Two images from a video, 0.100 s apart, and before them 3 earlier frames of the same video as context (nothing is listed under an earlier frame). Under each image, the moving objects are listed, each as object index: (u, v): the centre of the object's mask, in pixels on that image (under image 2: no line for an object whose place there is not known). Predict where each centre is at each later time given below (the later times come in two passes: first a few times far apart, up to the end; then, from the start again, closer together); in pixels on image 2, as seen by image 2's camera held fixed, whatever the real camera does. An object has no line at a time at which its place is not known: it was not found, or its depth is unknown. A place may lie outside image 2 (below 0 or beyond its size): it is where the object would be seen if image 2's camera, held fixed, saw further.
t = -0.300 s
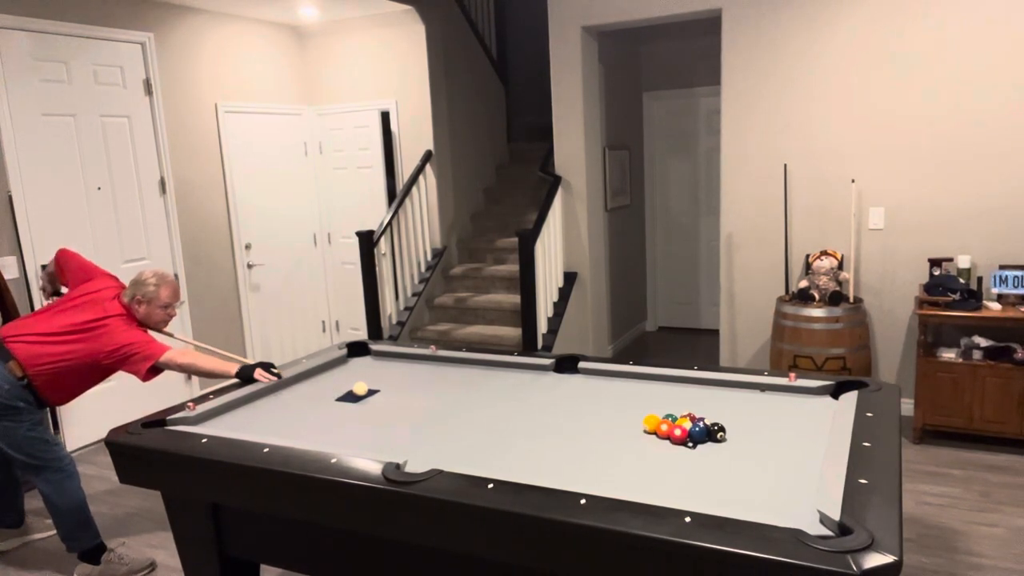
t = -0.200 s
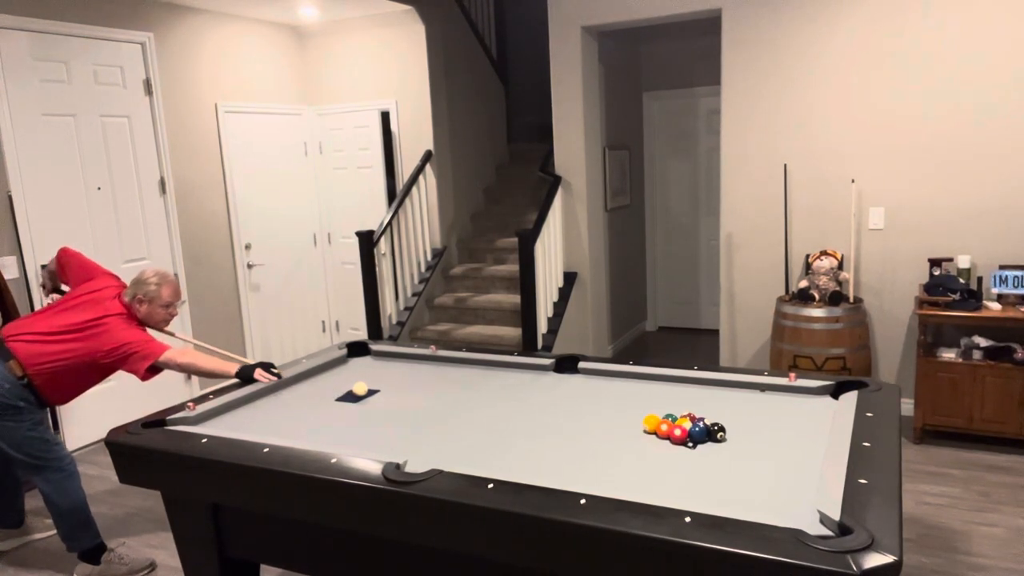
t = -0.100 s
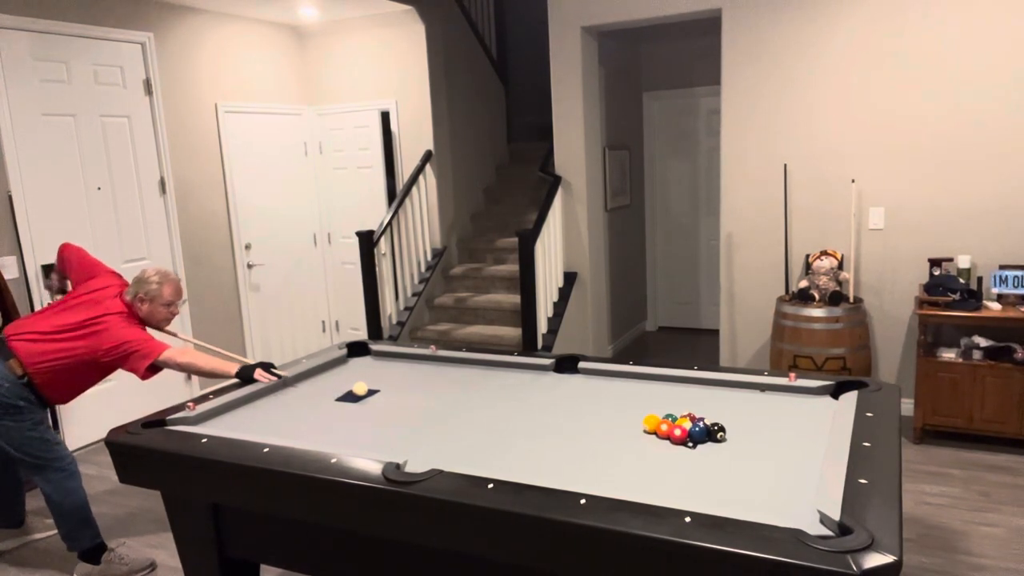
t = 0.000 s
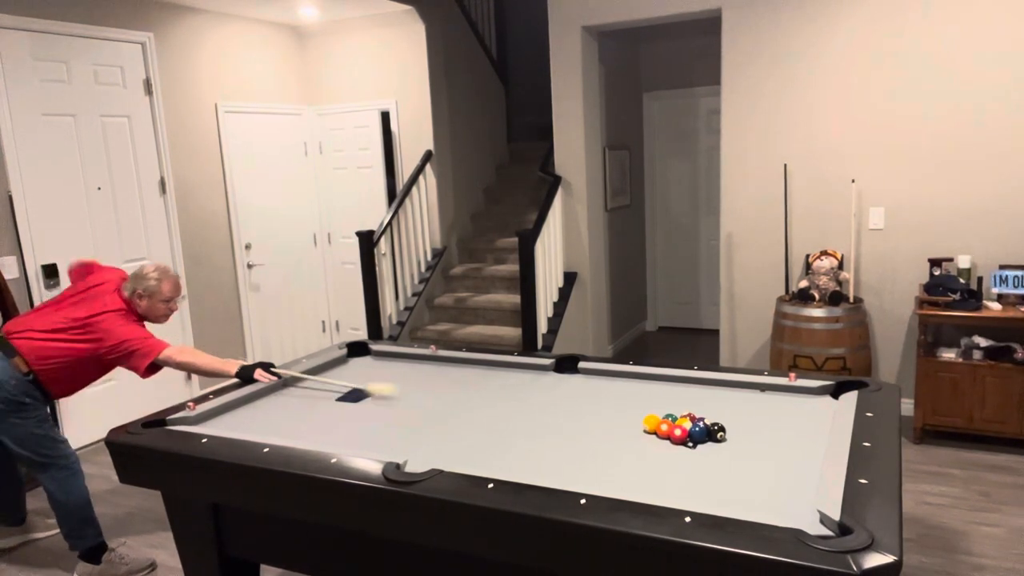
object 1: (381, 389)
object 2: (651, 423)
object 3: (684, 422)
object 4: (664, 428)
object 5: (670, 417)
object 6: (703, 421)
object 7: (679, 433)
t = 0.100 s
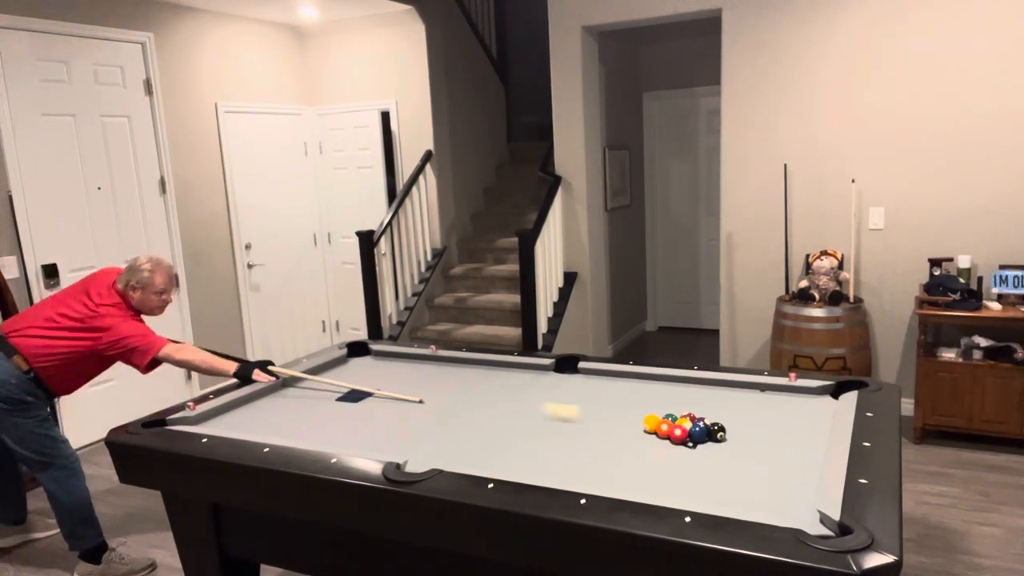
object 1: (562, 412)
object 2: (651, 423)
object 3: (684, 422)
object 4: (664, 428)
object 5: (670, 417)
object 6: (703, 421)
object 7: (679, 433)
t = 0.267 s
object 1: (614, 381)
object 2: (632, 420)
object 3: (684, 428)
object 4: (644, 438)
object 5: (667, 417)
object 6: (753, 425)
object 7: (748, 495)
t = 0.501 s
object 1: (586, 385)
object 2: (596, 415)
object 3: (684, 427)
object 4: (607, 453)
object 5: (664, 407)
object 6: (824, 422)
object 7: (787, 468)
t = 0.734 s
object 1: (580, 384)
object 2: (562, 410)
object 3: (618, 428)
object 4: (567, 468)
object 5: (660, 398)
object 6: (786, 411)
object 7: (734, 455)
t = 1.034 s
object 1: (597, 376)
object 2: (524, 405)
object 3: (548, 428)
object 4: (542, 468)
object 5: (657, 389)
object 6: (745, 397)
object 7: (678, 441)
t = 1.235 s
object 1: (604, 375)
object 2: (501, 401)
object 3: (504, 427)
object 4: (538, 457)
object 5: (654, 382)
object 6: (722, 390)
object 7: (645, 432)
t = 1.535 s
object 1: (604, 380)
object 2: (468, 397)
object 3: (440, 428)
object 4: (533, 440)
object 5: (649, 379)
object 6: (691, 381)
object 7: (601, 421)
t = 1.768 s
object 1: (597, 378)
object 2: (445, 393)
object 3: (394, 427)
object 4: (530, 430)
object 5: (641, 381)
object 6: (666, 381)
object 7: (571, 413)
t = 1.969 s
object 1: (589, 375)
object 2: (427, 391)
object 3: (356, 427)
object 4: (527, 423)
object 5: (633, 384)
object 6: (650, 383)
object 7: (548, 407)
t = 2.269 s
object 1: (580, 372)
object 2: (402, 387)
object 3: (302, 427)
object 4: (525, 412)
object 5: (619, 386)
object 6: (638, 383)
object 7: (515, 399)
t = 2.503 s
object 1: (574, 372)
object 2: (384, 384)
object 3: (261, 427)
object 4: (523, 405)
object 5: (615, 386)
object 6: (630, 383)
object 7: (494, 395)
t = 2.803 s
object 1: (566, 372)
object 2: (365, 381)
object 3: (213, 424)
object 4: (521, 397)
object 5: (609, 387)
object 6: (623, 384)
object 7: (468, 389)
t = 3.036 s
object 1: (562, 373)
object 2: (354, 378)
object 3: (194, 420)
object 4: (520, 391)
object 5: (606, 387)
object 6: (620, 384)
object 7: (450, 384)
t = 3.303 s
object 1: (559, 373)
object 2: (342, 375)
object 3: (184, 422)
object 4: (518, 385)
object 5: (603, 388)
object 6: (618, 384)
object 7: (432, 380)
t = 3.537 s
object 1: (557, 373)
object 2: (333, 373)
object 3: (180, 422)
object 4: (517, 382)
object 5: (602, 388)
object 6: (617, 383)
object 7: (417, 376)
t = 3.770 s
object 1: (556, 373)
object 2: (324, 370)
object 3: (179, 422)
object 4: (517, 378)
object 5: (602, 388)
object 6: (617, 383)
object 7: (404, 373)
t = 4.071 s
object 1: (556, 373)
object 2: (324, 368)
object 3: (171, 423)
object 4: (516, 373)
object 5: (602, 388)
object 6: (617, 383)
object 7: (389, 368)
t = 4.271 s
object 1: (556, 373)
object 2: (329, 369)
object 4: (516, 370)
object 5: (602, 388)
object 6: (617, 383)
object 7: (379, 366)
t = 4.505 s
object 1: (556, 373)
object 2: (336, 369)
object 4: (516, 367)
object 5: (602, 388)
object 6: (617, 383)
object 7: (369, 364)
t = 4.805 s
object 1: (556, 373)
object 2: (343, 369)
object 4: (514, 365)
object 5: (602, 388)
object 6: (617, 383)
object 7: (357, 360)
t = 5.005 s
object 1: (556, 373)
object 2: (346, 369)
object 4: (512, 366)
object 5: (602, 388)
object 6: (617, 383)
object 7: (349, 358)
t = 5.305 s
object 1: (556, 373)
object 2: (351, 368)
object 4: (509, 367)
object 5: (602, 388)
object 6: (617, 384)
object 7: (351, 357)
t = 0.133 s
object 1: (627, 418)
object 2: (651, 423)
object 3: (684, 423)
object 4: (664, 428)
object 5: (671, 417)
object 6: (703, 421)
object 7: (679, 434)
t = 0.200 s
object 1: (624, 393)
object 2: (642, 415)
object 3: (684, 427)
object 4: (654, 433)
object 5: (668, 419)
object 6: (729, 425)
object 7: (710, 461)
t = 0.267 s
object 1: (614, 381)
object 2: (632, 420)
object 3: (684, 428)
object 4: (644, 438)
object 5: (667, 417)
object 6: (753, 425)
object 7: (748, 495)
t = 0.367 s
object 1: (599, 386)
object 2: (616, 417)
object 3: (685, 428)
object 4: (628, 445)
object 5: (666, 412)
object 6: (784, 424)
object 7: (799, 496)
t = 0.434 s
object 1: (591, 394)
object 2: (606, 417)
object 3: (684, 427)
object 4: (617, 448)
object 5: (665, 409)
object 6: (805, 423)
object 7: (800, 479)
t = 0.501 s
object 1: (586, 385)
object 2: (596, 415)
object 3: (684, 427)
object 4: (607, 453)
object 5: (664, 407)
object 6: (824, 422)
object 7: (787, 468)
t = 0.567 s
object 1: (582, 389)
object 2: (586, 414)
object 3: (663, 427)
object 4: (596, 457)
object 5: (663, 404)
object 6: (811, 419)
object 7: (769, 464)
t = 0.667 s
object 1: (579, 386)
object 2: (572, 412)
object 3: (634, 428)
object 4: (579, 464)
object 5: (662, 401)
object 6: (795, 413)
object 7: (748, 458)
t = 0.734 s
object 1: (580, 384)
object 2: (562, 410)
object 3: (618, 428)
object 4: (567, 468)
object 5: (660, 398)
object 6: (786, 411)
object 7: (734, 455)
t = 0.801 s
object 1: (582, 382)
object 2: (554, 409)
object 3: (602, 428)
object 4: (557, 472)
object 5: (660, 396)
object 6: (776, 407)
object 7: (720, 452)
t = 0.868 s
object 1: (586, 380)
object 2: (545, 408)
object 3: (587, 428)
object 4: (545, 474)
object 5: (658, 394)
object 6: (767, 404)
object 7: (708, 449)
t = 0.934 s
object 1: (590, 378)
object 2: (536, 406)
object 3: (571, 428)
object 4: (545, 471)
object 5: (658, 391)
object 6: (758, 401)
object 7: (695, 445)
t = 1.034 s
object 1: (597, 376)
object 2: (524, 405)
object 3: (548, 428)
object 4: (542, 468)
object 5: (657, 389)
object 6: (745, 397)
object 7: (678, 441)
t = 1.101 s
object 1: (601, 374)
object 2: (516, 404)
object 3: (533, 427)
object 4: (541, 464)
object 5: (656, 387)
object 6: (737, 396)
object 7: (667, 438)
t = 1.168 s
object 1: (603, 374)
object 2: (508, 402)
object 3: (518, 428)
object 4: (540, 460)
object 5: (655, 385)
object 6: (729, 393)
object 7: (656, 435)
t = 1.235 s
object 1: (604, 375)
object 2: (501, 401)
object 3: (504, 427)
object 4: (538, 457)
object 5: (654, 382)
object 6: (722, 390)
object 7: (645, 432)
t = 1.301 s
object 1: (605, 376)
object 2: (493, 400)
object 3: (489, 428)
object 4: (538, 453)
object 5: (654, 381)
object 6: (714, 389)
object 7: (634, 429)
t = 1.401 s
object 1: (605, 378)
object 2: (482, 398)
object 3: (468, 427)
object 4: (536, 448)
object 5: (653, 378)
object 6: (703, 384)
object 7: (620, 426)
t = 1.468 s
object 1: (606, 380)
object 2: (475, 398)
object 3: (454, 427)
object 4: (534, 443)
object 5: (651, 378)
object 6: (697, 382)
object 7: (610, 423)
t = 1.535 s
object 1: (604, 380)
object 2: (468, 397)
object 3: (440, 428)
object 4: (533, 440)
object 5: (649, 379)
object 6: (691, 381)
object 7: (601, 421)
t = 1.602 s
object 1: (602, 379)
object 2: (461, 396)
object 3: (427, 427)
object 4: (532, 437)
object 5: (647, 380)
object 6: (683, 381)
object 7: (592, 419)
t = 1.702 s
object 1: (599, 378)
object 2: (451, 394)
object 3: (407, 427)
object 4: (530, 433)
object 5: (643, 381)
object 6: (673, 381)
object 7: (579, 415)
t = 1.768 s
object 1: (597, 378)
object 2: (445, 393)
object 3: (394, 427)
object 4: (530, 430)
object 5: (641, 381)
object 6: (666, 381)
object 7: (571, 413)
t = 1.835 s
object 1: (594, 377)
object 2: (439, 392)
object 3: (381, 427)
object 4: (529, 428)
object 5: (639, 382)
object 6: (659, 382)
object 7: (563, 411)
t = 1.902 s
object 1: (592, 376)
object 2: (433, 391)
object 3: (369, 427)
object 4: (528, 425)
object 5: (638, 383)
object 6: (653, 382)
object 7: (555, 409)
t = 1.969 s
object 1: (589, 375)
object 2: (427, 391)
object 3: (356, 427)
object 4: (527, 423)
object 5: (633, 384)
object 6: (650, 383)
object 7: (548, 407)
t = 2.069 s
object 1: (586, 374)
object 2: (418, 390)
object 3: (339, 427)
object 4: (526, 419)
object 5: (627, 385)
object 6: (646, 383)
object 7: (536, 405)
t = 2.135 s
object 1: (584, 374)
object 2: (413, 388)
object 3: (325, 427)
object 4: (526, 417)
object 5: (623, 385)
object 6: (643, 383)
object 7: (530, 402)
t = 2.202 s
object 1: (582, 373)
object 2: (407, 388)
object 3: (313, 427)
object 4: (525, 415)
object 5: (620, 386)
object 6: (640, 383)
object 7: (522, 401)
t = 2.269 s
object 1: (580, 372)
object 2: (402, 387)
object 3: (302, 427)
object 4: (525, 412)
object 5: (619, 386)
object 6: (638, 383)
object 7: (515, 399)
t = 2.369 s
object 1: (578, 371)
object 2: (394, 386)
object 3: (284, 427)
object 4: (524, 409)
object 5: (617, 386)
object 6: (634, 383)
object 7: (506, 398)
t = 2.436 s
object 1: (576, 371)
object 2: (389, 385)
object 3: (272, 427)
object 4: (523, 407)
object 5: (616, 386)
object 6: (632, 383)
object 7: (500, 396)
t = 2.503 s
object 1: (574, 372)
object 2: (384, 384)
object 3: (261, 427)
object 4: (523, 405)
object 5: (615, 386)
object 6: (630, 383)
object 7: (494, 395)
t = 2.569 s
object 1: (572, 372)
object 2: (380, 383)
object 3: (250, 426)
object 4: (522, 403)
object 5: (613, 386)
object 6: (628, 384)
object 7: (488, 393)
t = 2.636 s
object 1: (570, 372)
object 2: (375, 382)
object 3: (238, 425)
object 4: (522, 401)
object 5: (612, 386)
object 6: (626, 384)
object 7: (482, 392)
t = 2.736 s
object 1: (568, 372)
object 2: (369, 381)
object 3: (222, 425)
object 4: (521, 399)
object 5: (610, 387)
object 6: (624, 384)
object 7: (474, 390)
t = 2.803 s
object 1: (566, 372)
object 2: (365, 381)
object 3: (213, 424)
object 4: (521, 397)
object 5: (609, 387)
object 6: (623, 384)
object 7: (468, 389)
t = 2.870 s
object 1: (565, 372)
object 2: (362, 380)
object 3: (208, 423)
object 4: (520, 395)
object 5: (608, 387)
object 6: (622, 384)
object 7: (463, 387)
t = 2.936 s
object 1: (564, 372)
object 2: (358, 379)
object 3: (202, 422)
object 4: (520, 394)
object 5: (607, 387)
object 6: (621, 384)
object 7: (458, 386)
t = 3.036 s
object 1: (562, 373)
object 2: (354, 378)
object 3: (194, 420)
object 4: (520, 391)
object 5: (606, 387)
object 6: (620, 384)
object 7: (450, 384)
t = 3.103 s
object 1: (562, 373)
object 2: (351, 377)
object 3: (189, 419)
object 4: (519, 390)
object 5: (605, 387)
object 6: (619, 384)
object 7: (446, 383)
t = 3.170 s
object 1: (561, 373)
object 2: (348, 376)
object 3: (188, 420)
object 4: (519, 388)
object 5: (604, 387)
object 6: (619, 384)
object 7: (441, 382)
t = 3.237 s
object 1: (560, 373)
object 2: (345, 376)
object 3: (186, 421)
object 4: (519, 386)
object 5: (604, 387)
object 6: (618, 384)
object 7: (436, 381)
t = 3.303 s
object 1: (559, 373)
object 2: (342, 375)
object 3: (184, 422)
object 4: (518, 385)
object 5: (603, 388)
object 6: (618, 384)
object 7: (432, 380)
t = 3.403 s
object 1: (558, 373)
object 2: (338, 374)
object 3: (181, 422)
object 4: (518, 384)
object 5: (602, 388)
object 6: (617, 384)
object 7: (426, 378)
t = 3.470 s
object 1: (558, 373)
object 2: (335, 373)
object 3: (181, 422)
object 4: (517, 382)
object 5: (602, 388)
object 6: (617, 384)
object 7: (422, 377)
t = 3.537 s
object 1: (557, 373)
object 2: (333, 373)
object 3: (180, 422)
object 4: (517, 382)
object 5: (602, 388)
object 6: (617, 383)
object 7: (417, 376)
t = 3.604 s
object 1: (557, 373)
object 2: (330, 372)
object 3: (180, 422)
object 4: (517, 380)
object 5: (602, 388)
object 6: (617, 384)
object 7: (413, 375)
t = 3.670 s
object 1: (557, 373)
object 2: (327, 371)
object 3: (180, 422)
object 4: (517, 380)
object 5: (602, 388)
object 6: (617, 383)
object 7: (410, 374)
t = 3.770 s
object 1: (556, 373)
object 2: (324, 370)
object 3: (179, 422)
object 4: (517, 378)
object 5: (602, 388)
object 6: (617, 383)
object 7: (404, 373)
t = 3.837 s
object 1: (556, 373)
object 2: (322, 370)
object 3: (178, 422)
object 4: (517, 376)
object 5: (602, 388)
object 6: (617, 383)
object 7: (400, 372)
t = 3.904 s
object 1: (556, 373)
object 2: (320, 369)
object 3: (178, 422)
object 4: (517, 376)
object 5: (602, 388)
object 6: (617, 383)
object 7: (397, 371)
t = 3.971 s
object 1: (556, 373)
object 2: (320, 369)
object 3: (176, 422)
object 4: (516, 375)
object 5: (602, 388)
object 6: (617, 383)
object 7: (394, 370)
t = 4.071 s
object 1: (556, 373)
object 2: (324, 368)
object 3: (171, 423)
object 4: (516, 373)
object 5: (602, 388)
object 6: (617, 383)
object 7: (389, 368)
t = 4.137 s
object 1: (556, 373)
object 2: (325, 369)
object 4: (516, 372)
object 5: (602, 388)
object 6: (617, 383)
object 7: (385, 368)
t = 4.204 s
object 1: (556, 373)
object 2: (328, 368)
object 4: (516, 371)
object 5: (602, 388)
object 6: (617, 383)
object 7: (382, 367)
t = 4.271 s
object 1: (556, 373)
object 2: (329, 369)
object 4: (516, 370)
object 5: (602, 388)
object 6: (617, 383)
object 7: (379, 366)
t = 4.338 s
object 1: (556, 373)
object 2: (332, 369)
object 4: (516, 370)
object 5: (602, 388)
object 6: (617, 383)
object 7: (376, 365)
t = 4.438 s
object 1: (556, 373)
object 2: (334, 368)
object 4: (516, 368)
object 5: (602, 388)
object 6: (617, 383)
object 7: (372, 364)
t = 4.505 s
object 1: (556, 373)
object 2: (336, 369)
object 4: (516, 367)
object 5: (602, 388)
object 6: (617, 383)
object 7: (369, 364)
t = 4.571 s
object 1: (556, 373)
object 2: (338, 369)
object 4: (516, 366)
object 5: (602, 388)
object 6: (617, 383)
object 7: (366, 363)
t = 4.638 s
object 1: (556, 373)
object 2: (339, 369)
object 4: (516, 366)
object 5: (602, 388)
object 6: (617, 383)
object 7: (363, 362)
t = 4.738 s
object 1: (556, 373)
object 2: (342, 369)
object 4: (515, 365)
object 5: (602, 388)
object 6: (617, 383)
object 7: (359, 361)
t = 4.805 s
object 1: (556, 373)
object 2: (343, 369)
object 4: (514, 365)
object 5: (602, 388)
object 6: (617, 383)
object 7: (357, 360)
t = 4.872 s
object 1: (556, 373)
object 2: (344, 369)
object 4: (513, 366)
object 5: (602, 388)
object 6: (617, 383)
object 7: (355, 360)
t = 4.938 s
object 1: (556, 373)
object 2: (345, 368)
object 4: (512, 366)
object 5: (602, 388)
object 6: (617, 383)
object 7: (353, 359)
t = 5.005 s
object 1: (556, 373)
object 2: (346, 369)
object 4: (512, 366)
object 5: (602, 388)
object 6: (617, 383)
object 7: (349, 358)
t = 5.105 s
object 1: (556, 373)
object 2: (348, 368)
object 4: (510, 367)
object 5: (602, 388)
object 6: (617, 384)
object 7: (346, 357)
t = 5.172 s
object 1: (556, 373)
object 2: (349, 368)
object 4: (510, 367)
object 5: (602, 388)
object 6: (617, 383)
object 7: (348, 357)
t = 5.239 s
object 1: (556, 373)
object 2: (350, 368)
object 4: (509, 367)
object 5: (602, 388)
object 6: (617, 383)
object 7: (348, 357)
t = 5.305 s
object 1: (556, 373)
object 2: (351, 368)
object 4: (509, 367)
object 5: (602, 388)
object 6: (617, 384)
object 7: (351, 357)
